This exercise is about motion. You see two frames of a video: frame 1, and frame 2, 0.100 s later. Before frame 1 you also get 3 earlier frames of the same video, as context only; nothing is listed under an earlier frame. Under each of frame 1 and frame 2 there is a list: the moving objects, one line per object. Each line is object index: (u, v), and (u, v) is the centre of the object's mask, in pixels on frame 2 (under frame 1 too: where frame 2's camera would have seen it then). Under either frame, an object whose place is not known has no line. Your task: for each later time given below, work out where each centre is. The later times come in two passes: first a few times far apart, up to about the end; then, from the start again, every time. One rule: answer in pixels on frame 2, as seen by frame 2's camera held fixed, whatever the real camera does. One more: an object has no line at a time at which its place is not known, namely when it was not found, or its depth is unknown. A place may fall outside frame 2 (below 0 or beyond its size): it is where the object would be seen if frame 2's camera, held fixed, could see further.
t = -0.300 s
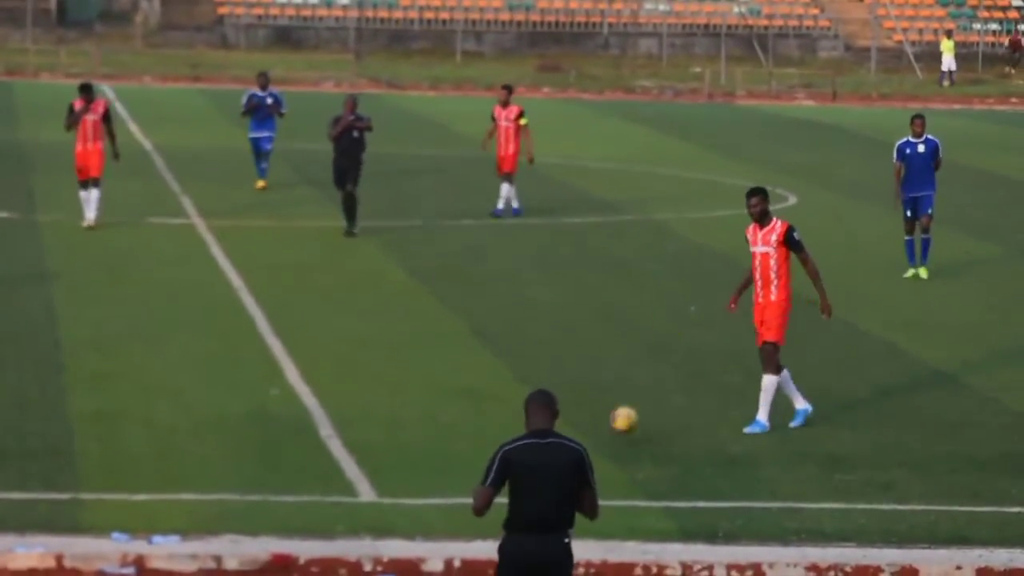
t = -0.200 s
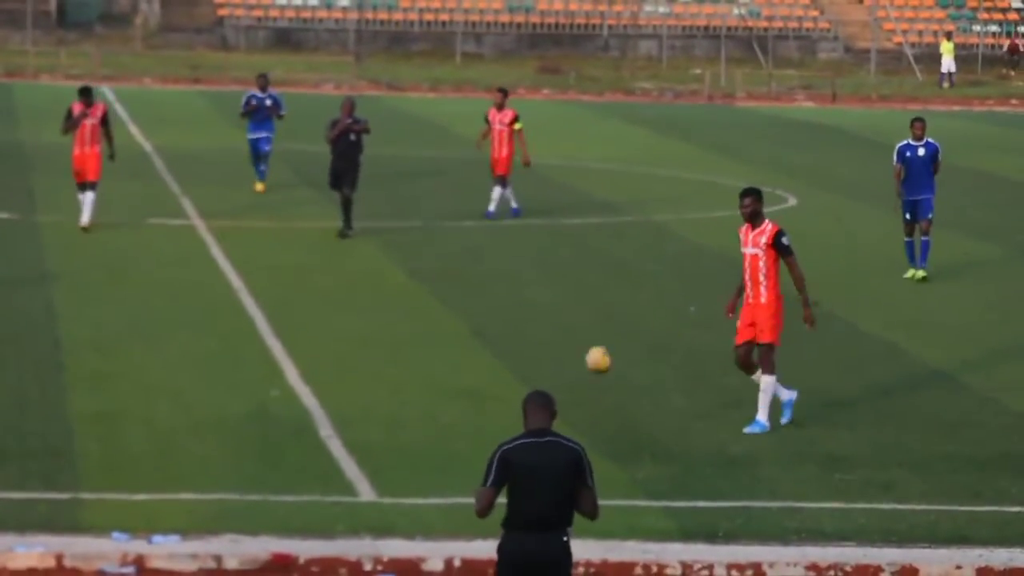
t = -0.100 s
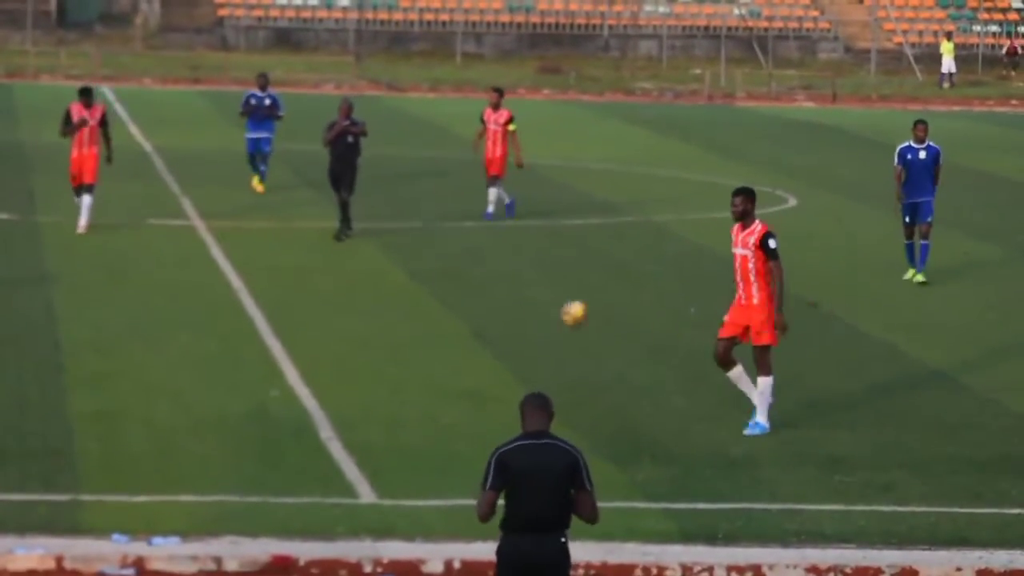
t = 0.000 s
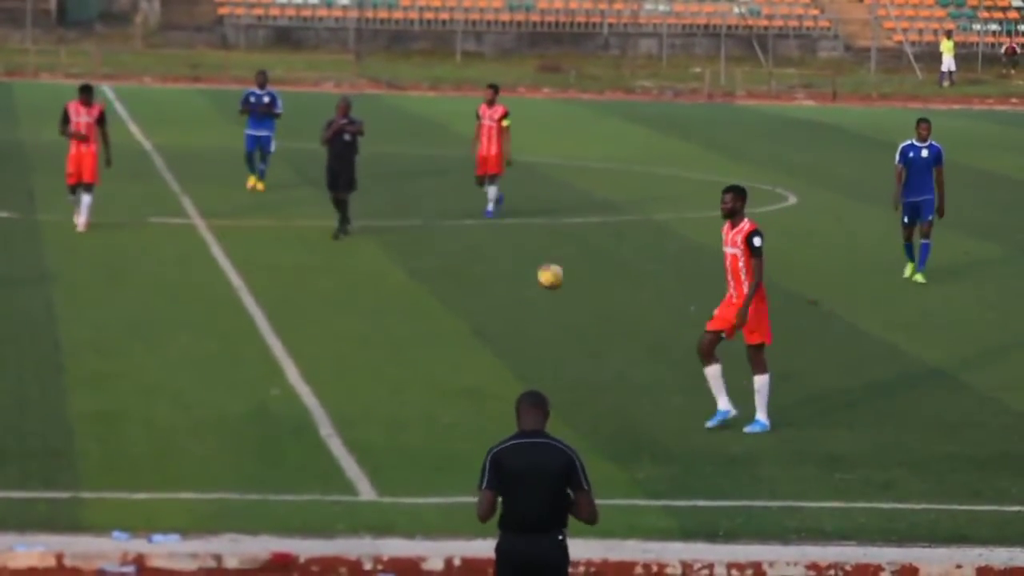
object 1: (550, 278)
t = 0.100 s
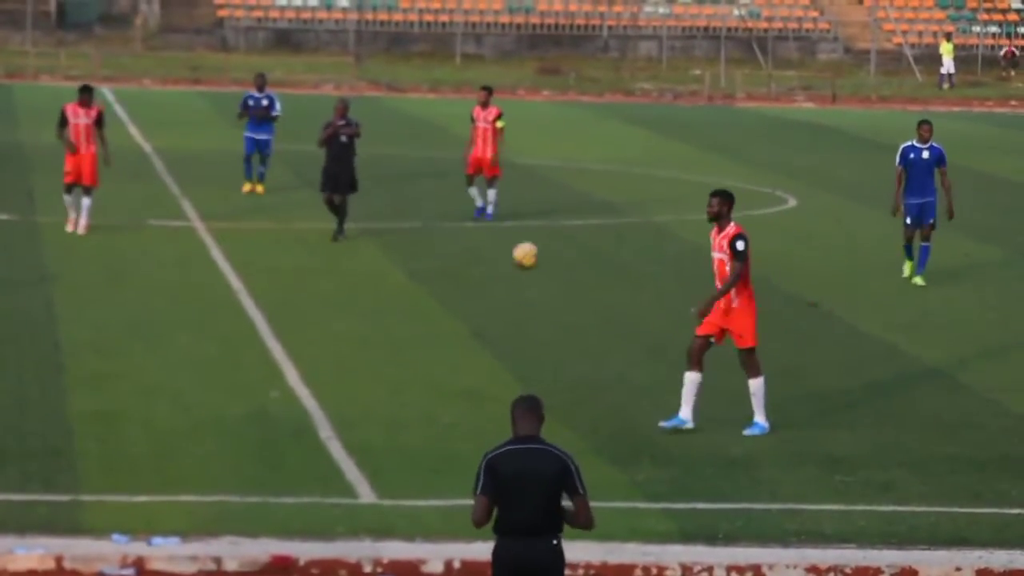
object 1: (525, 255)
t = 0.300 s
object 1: (478, 247)
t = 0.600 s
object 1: (407, 328)
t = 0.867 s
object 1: (350, 380)
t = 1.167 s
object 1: (291, 312)
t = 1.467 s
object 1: (232, 354)
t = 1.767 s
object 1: (175, 369)
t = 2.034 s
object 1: (129, 352)
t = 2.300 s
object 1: (83, 407)
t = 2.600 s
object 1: (35, 374)
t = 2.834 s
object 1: (5, 402)
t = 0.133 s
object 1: (517, 250)
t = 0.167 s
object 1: (509, 247)
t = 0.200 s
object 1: (502, 245)
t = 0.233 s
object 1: (493, 245)
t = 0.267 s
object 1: (485, 246)
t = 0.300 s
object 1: (478, 247)
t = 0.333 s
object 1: (470, 251)
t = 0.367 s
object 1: (462, 256)
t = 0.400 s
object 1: (455, 261)
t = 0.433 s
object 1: (446, 269)
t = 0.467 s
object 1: (438, 278)
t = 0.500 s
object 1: (431, 288)
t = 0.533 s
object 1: (423, 300)
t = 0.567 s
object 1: (415, 313)
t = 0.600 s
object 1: (407, 328)
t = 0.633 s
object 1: (400, 344)
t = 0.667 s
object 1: (392, 361)
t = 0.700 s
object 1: (385, 379)
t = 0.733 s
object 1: (379, 398)
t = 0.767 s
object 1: (370, 420)
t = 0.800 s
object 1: (364, 411)
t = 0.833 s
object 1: (357, 395)
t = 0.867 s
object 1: (350, 380)
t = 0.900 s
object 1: (344, 368)
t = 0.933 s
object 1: (337, 356)
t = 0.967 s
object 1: (330, 346)
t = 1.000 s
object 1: (323, 337)
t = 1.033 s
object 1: (317, 330)
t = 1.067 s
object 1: (313, 323)
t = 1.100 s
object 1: (305, 318)
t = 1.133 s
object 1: (298, 314)
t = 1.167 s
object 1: (291, 312)
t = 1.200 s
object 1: (285, 311)
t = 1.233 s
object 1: (278, 312)
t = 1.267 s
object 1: (272, 314)
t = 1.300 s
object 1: (265, 318)
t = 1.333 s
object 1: (258, 323)
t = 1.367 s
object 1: (251, 330)
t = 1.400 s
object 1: (246, 336)
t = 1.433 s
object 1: (240, 344)
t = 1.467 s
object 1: (232, 354)
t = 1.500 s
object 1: (225, 366)
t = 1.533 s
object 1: (219, 379)
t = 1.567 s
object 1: (212, 394)
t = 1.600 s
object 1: (206, 410)
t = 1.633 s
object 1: (200, 411)
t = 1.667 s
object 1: (194, 398)
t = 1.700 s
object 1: (187, 387)
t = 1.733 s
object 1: (181, 377)
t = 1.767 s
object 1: (175, 369)
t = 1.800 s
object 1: (170, 363)
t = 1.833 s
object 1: (165, 357)
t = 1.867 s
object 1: (160, 351)
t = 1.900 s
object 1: (153, 348)
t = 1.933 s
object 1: (147, 347)
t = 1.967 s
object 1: (141, 347)
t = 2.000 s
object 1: (135, 349)
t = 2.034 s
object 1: (129, 352)
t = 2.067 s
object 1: (123, 355)
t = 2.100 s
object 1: (118, 361)
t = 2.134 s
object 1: (111, 367)
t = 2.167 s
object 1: (106, 375)
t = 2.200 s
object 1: (98, 386)
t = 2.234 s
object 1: (93, 397)
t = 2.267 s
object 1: (87, 409)
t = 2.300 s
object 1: (83, 407)
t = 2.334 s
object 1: (77, 397)
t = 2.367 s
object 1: (72, 389)
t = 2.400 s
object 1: (66, 383)
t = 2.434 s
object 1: (61, 378)
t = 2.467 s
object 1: (55, 375)
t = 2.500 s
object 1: (50, 373)
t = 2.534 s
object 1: (44, 371)
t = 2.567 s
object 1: (39, 372)
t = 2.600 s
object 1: (35, 374)
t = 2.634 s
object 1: (29, 377)
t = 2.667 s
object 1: (24, 382)
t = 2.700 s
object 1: (18, 388)
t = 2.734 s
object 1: (12, 395)
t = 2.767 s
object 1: (9, 405)
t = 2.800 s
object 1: (7, 409)
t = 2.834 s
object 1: (5, 402)
